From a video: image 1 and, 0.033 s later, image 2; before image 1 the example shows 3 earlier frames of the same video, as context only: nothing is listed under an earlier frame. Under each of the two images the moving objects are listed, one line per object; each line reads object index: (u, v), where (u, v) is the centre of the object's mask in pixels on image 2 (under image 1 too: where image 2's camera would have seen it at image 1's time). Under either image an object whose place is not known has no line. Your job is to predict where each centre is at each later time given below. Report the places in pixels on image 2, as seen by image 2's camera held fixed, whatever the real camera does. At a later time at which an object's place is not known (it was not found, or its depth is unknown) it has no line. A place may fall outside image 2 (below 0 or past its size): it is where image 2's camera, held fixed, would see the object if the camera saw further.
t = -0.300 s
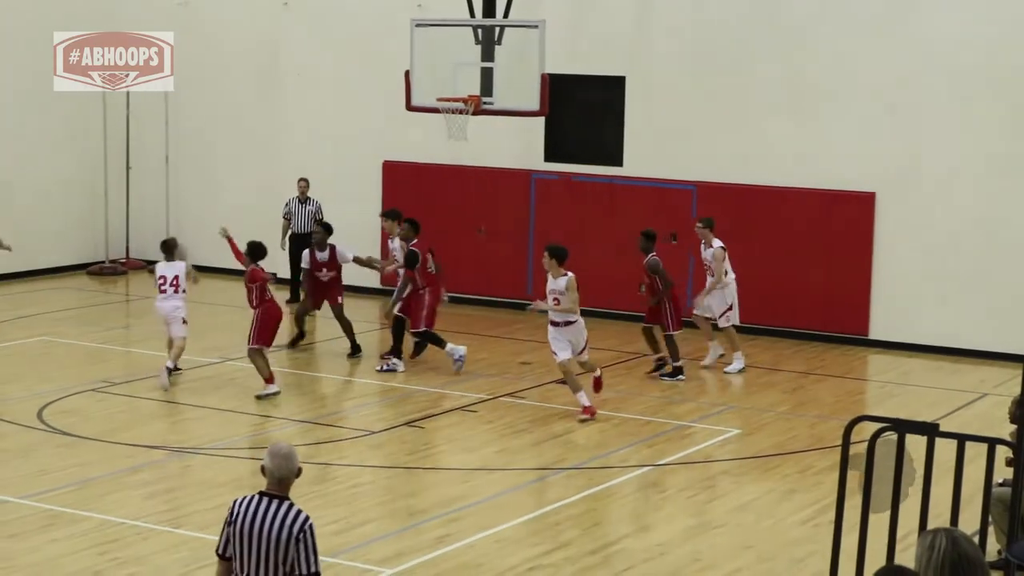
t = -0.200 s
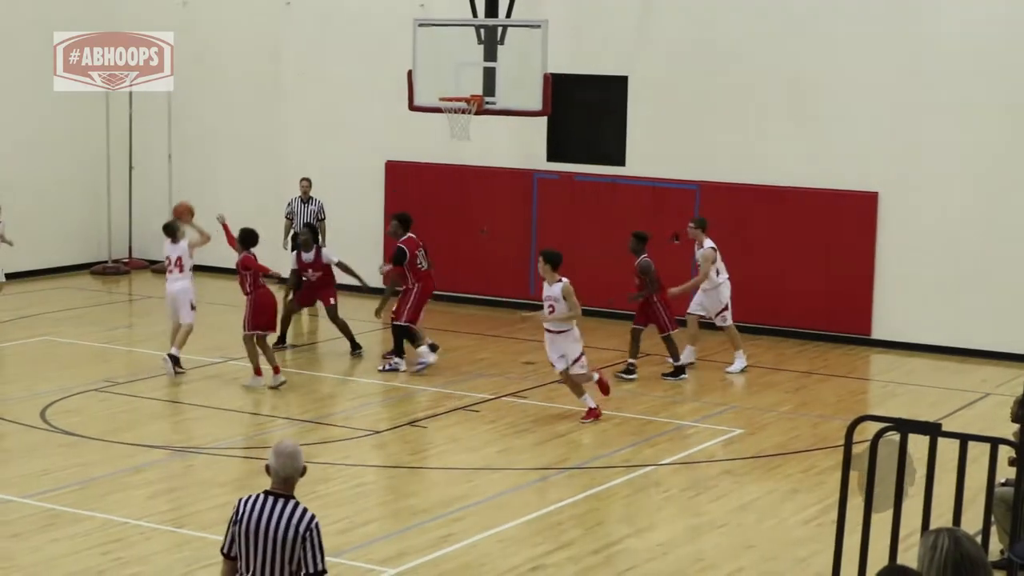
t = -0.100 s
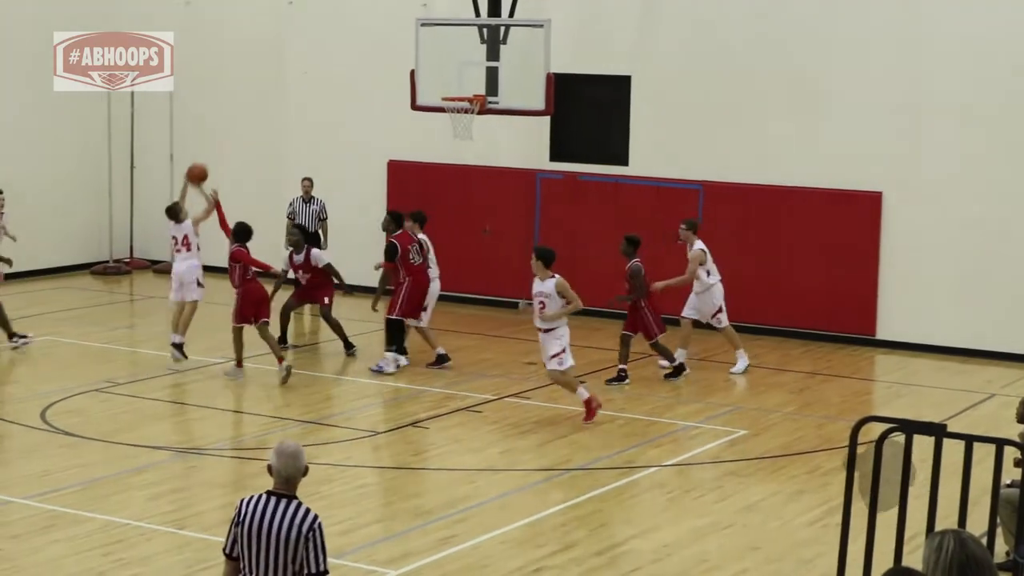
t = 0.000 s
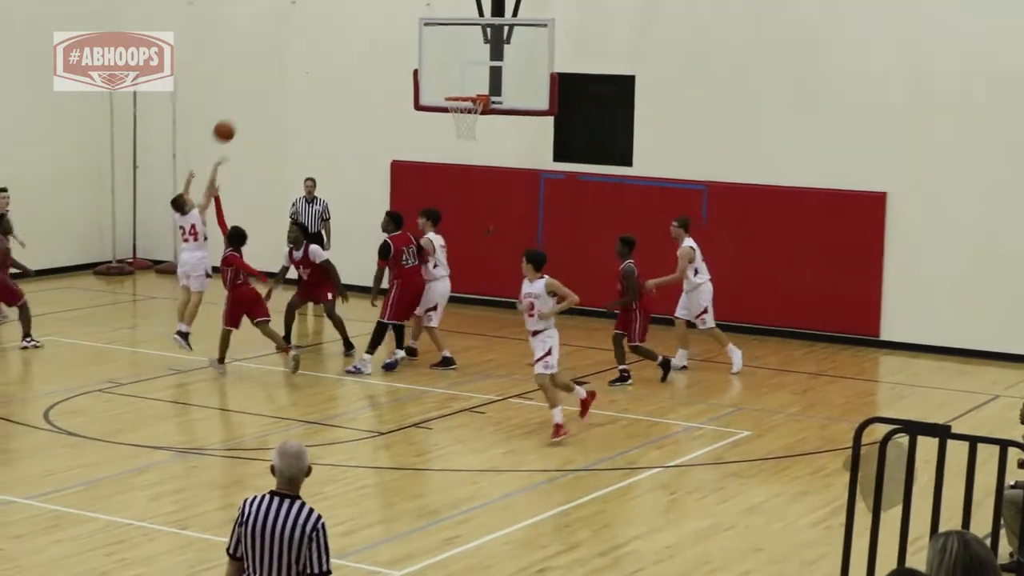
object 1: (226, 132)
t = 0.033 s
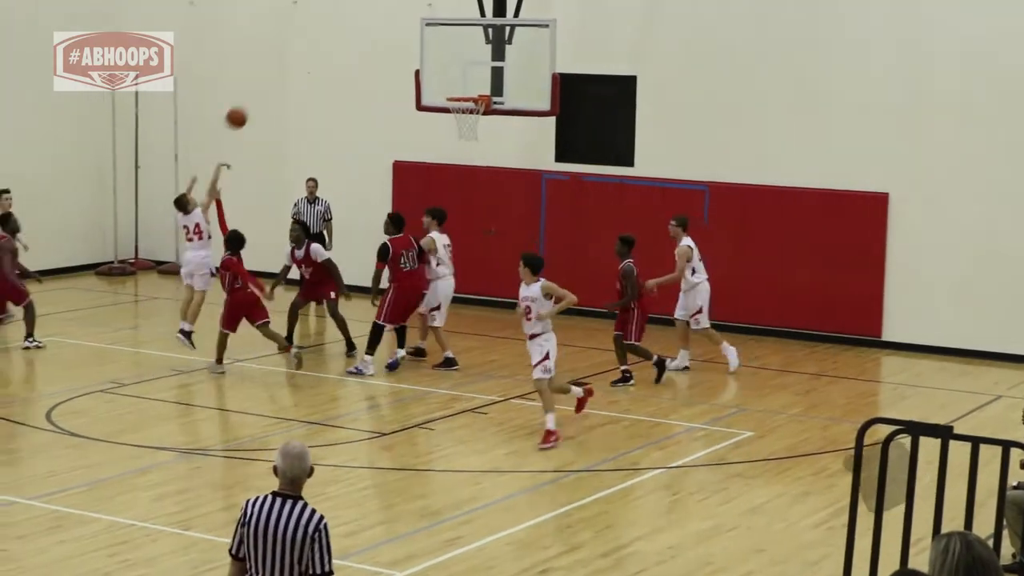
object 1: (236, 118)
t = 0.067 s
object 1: (246, 105)
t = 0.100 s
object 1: (257, 91)
